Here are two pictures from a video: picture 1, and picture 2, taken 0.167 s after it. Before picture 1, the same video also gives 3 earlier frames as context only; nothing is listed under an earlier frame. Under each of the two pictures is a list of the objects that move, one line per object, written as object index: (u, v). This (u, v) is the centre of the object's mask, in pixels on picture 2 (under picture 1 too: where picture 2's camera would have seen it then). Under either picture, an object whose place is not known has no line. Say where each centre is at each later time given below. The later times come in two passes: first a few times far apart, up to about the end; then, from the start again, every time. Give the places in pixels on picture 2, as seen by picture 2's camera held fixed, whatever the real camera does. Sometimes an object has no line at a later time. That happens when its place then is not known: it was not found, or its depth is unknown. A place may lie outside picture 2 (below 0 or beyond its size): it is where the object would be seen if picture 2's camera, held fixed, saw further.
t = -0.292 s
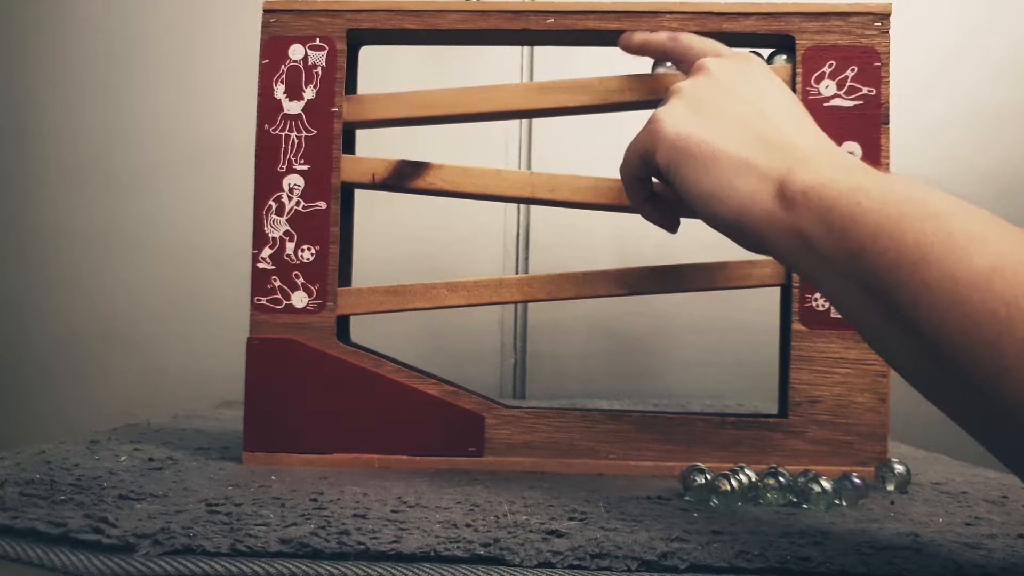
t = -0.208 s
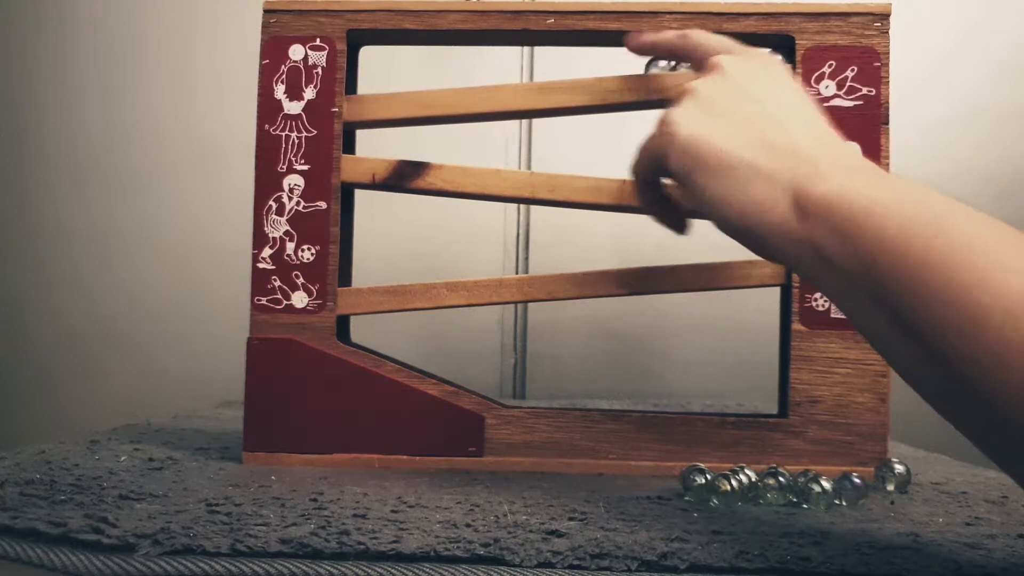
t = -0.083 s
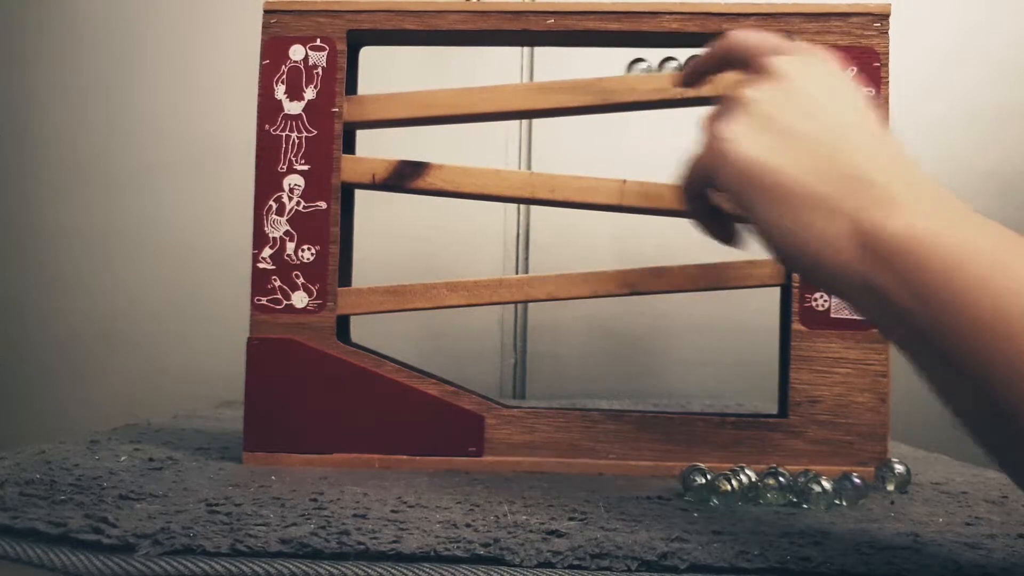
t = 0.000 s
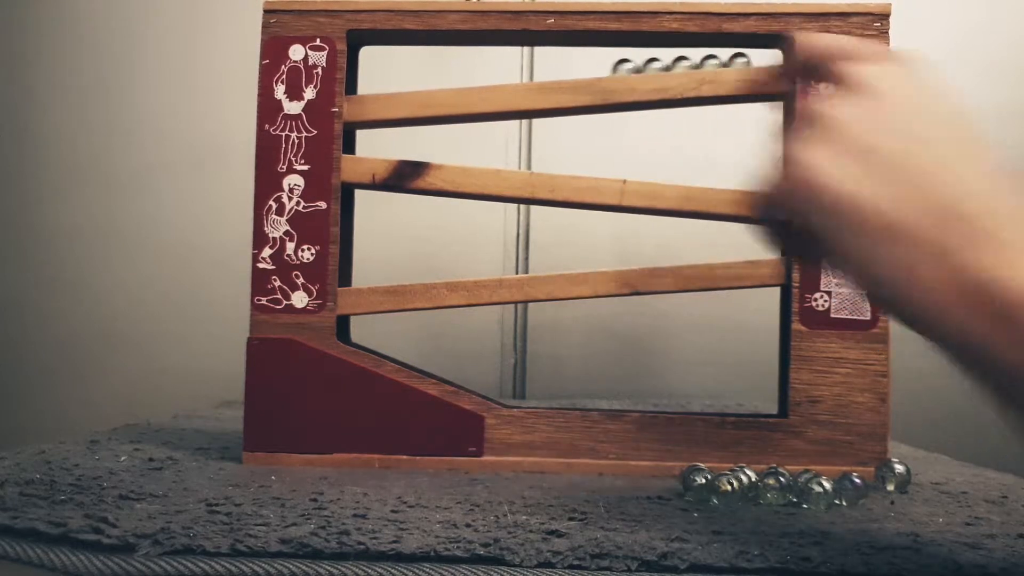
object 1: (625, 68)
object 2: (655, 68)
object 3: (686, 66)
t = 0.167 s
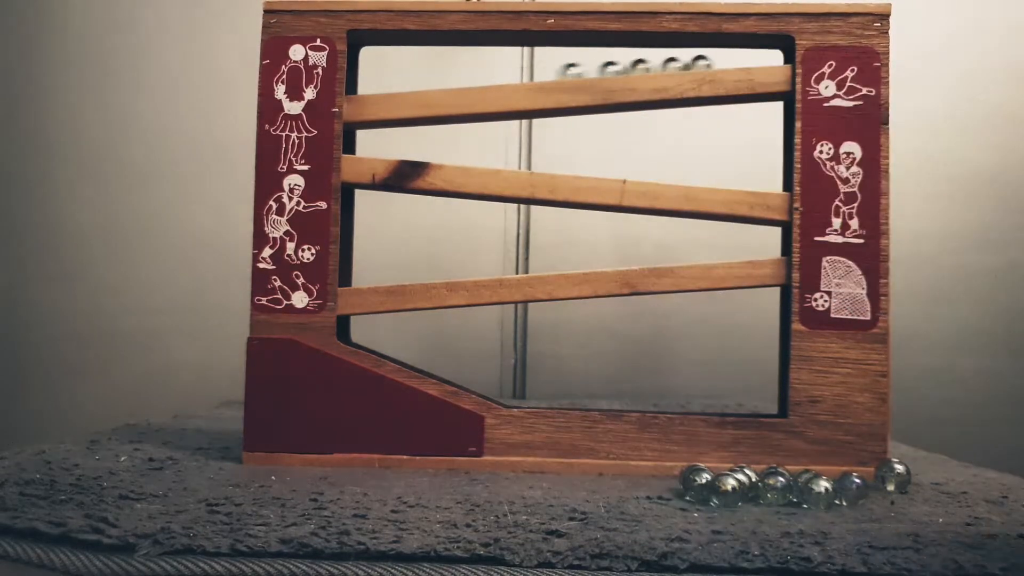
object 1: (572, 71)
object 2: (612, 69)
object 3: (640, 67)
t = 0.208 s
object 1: (556, 72)
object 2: (597, 70)
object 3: (628, 67)
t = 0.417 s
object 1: (463, 79)
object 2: (511, 76)
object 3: (550, 73)
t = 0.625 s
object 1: (374, 85)
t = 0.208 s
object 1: (556, 72)
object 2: (597, 70)
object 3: (628, 67)
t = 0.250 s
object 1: (539, 73)
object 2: (582, 71)
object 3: (612, 69)
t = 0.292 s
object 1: (520, 75)
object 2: (566, 72)
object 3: (599, 70)
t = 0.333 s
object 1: (502, 76)
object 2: (549, 73)
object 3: (582, 71)
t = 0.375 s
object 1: (482, 77)
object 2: (531, 74)
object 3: (565, 72)
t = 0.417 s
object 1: (463, 79)
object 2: (511, 76)
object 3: (550, 73)
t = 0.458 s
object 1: (446, 80)
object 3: (532, 74)
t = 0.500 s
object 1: (428, 81)
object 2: (472, 79)
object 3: (515, 76)
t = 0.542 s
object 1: (410, 82)
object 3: (492, 77)
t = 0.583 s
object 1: (391, 84)
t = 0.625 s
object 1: (374, 85)
